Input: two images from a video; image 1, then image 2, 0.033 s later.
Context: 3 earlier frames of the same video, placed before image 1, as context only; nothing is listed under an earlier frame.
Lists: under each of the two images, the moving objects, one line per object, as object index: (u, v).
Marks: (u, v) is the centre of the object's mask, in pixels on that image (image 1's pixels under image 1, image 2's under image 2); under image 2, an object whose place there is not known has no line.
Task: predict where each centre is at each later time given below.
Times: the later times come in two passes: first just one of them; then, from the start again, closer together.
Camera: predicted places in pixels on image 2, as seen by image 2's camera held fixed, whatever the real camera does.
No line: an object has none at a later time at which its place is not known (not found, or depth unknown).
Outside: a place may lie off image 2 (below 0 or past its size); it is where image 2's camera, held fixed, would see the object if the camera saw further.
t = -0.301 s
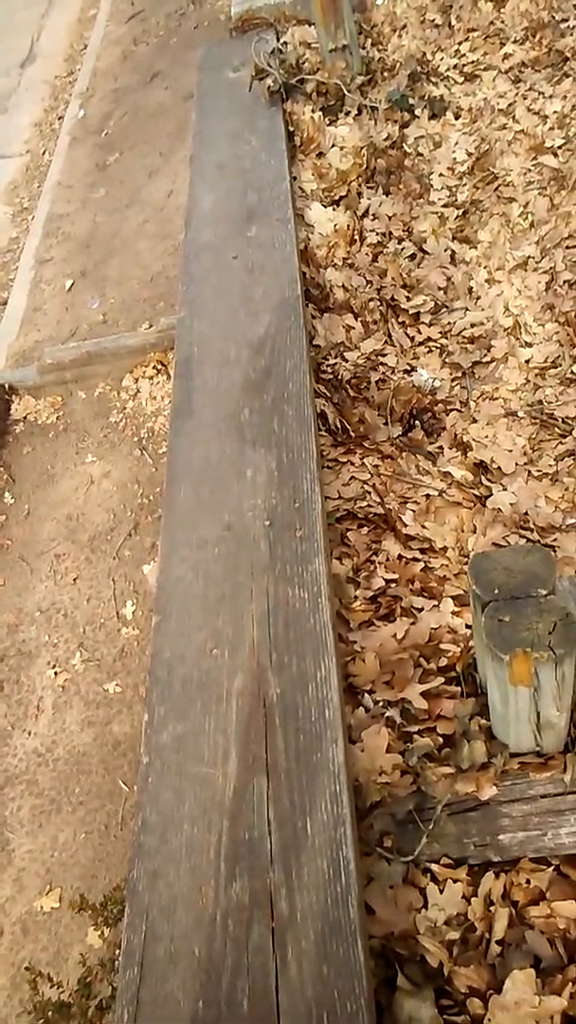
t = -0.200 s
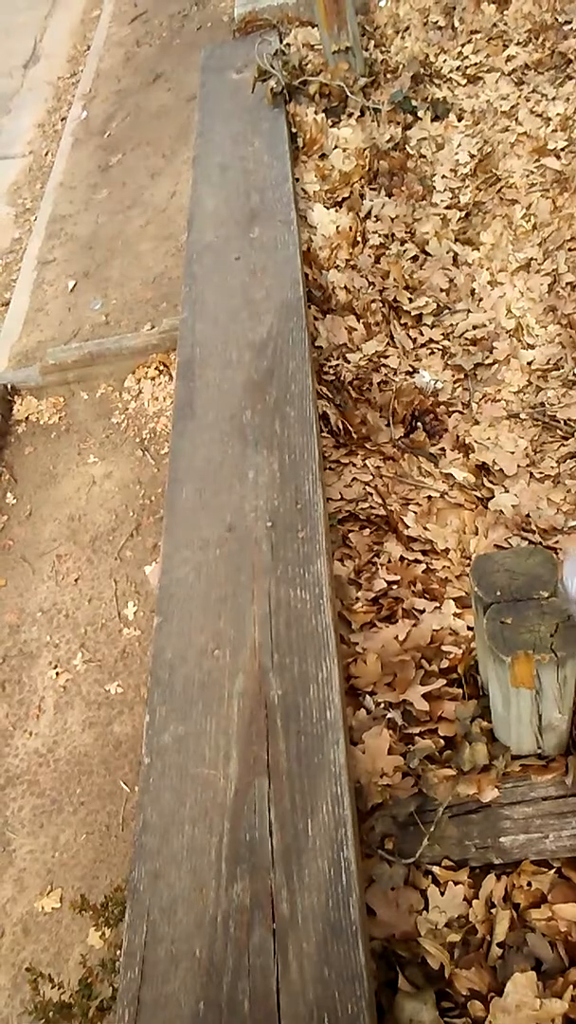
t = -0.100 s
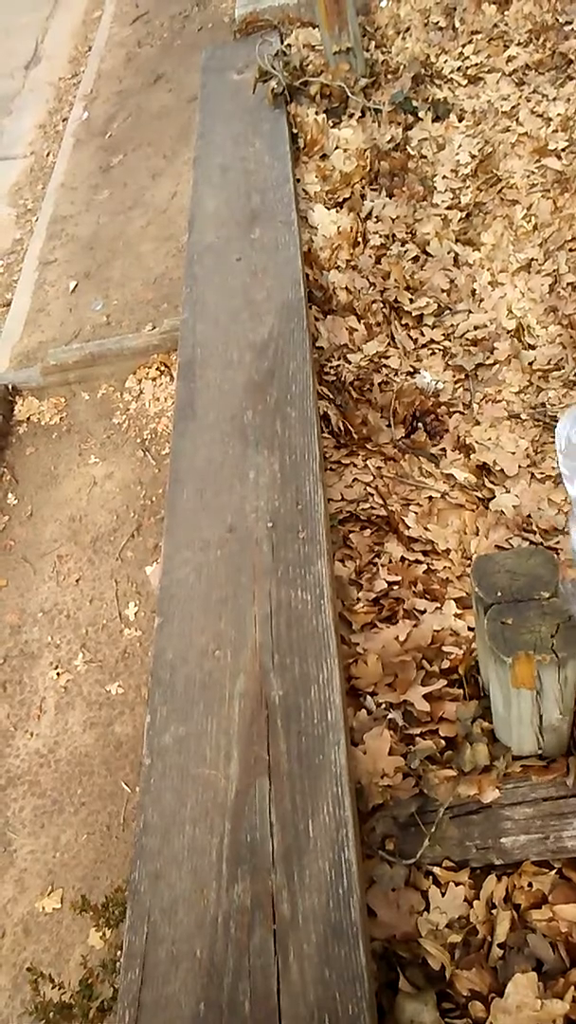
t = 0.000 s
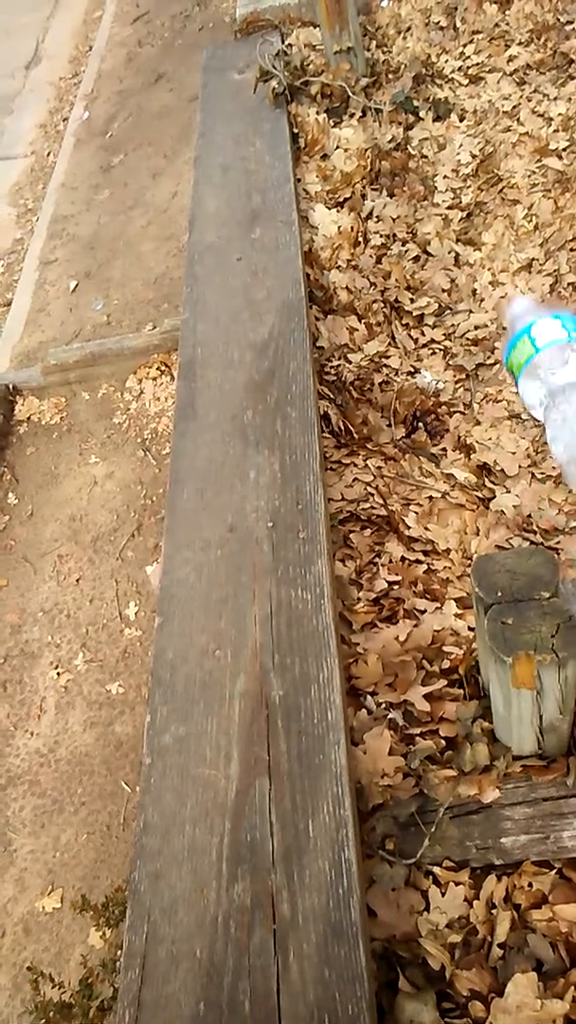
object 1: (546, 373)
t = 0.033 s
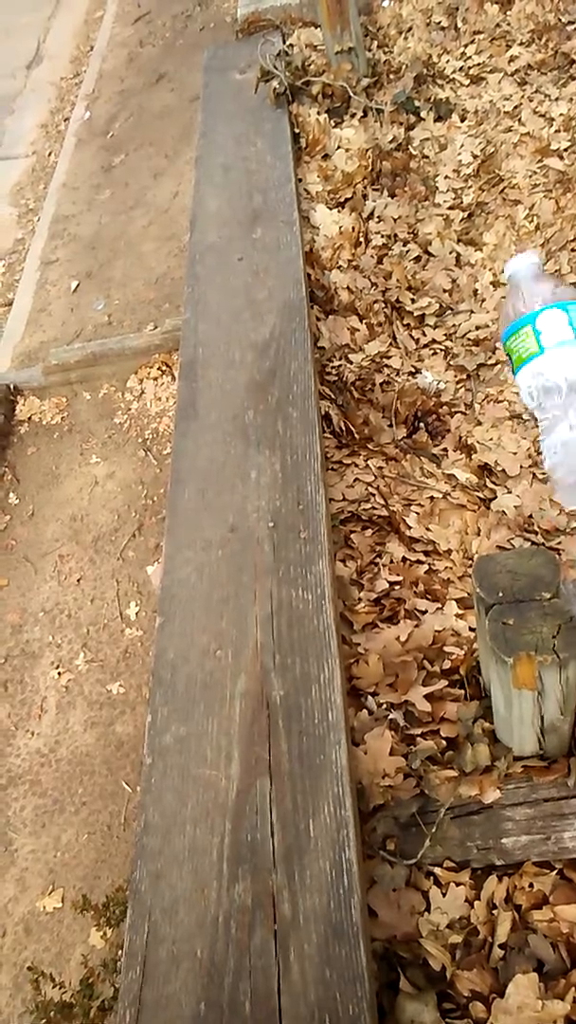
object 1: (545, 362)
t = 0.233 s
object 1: (534, 594)
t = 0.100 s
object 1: (544, 420)
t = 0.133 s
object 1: (543, 468)
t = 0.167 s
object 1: (541, 519)
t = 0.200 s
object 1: (537, 567)
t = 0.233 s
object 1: (534, 594)
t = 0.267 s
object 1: (526, 591)
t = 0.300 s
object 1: (517, 590)
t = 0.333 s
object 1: (509, 588)
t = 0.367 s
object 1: (502, 584)
